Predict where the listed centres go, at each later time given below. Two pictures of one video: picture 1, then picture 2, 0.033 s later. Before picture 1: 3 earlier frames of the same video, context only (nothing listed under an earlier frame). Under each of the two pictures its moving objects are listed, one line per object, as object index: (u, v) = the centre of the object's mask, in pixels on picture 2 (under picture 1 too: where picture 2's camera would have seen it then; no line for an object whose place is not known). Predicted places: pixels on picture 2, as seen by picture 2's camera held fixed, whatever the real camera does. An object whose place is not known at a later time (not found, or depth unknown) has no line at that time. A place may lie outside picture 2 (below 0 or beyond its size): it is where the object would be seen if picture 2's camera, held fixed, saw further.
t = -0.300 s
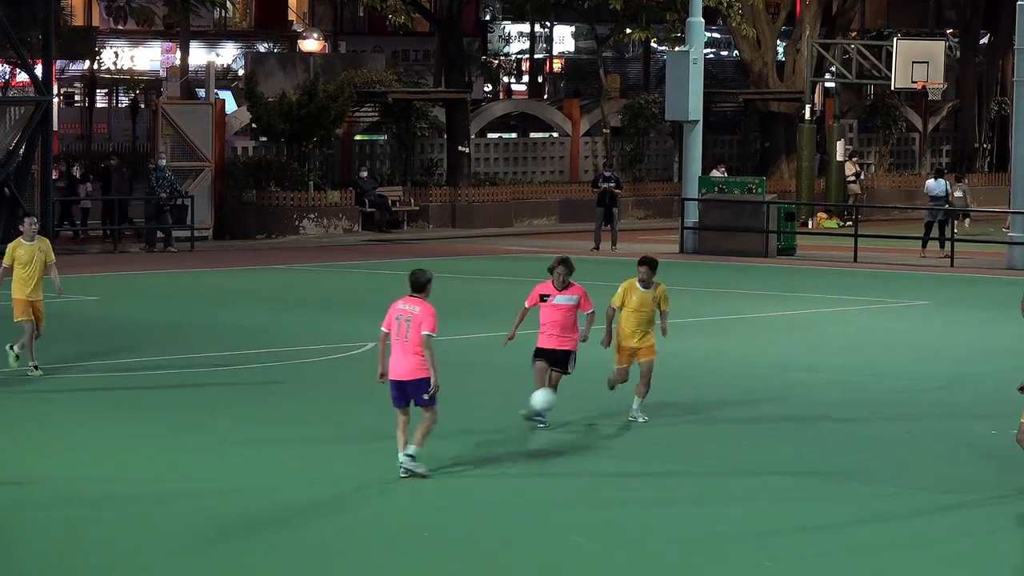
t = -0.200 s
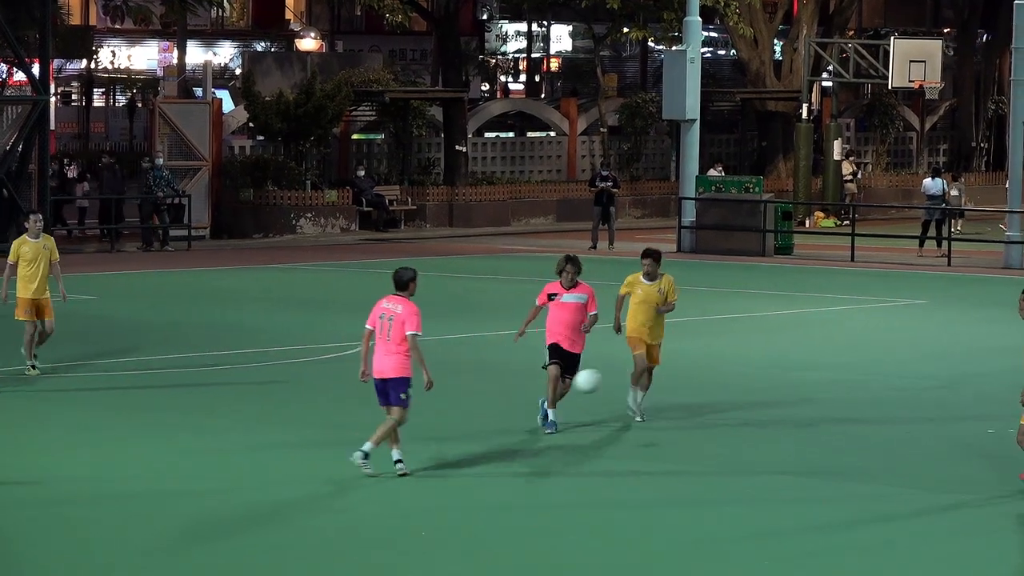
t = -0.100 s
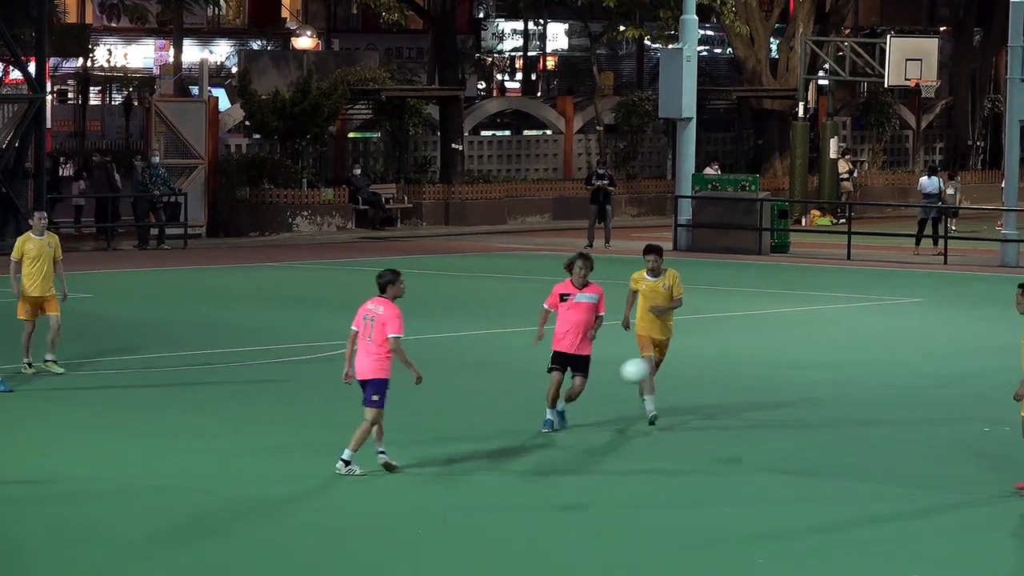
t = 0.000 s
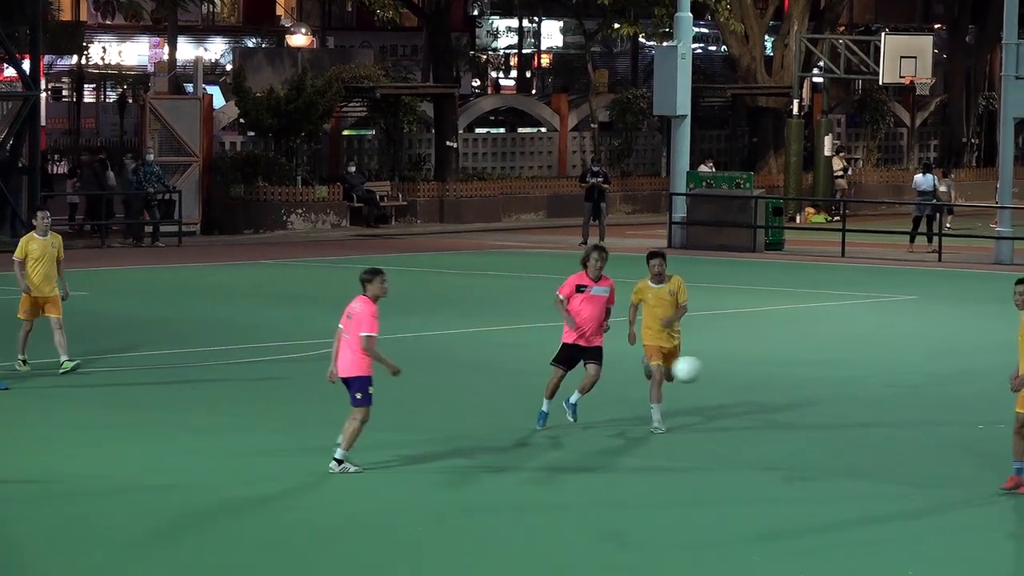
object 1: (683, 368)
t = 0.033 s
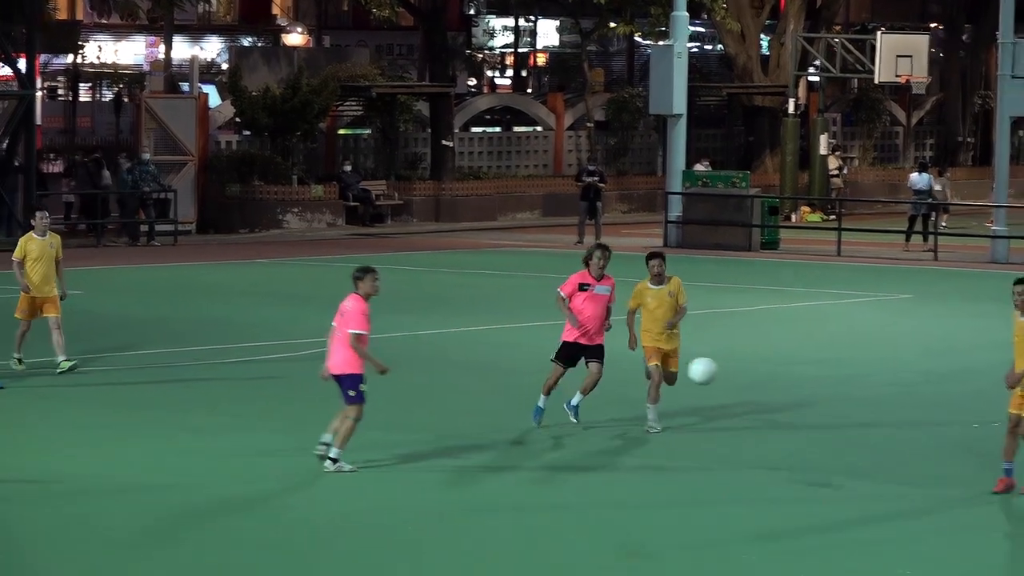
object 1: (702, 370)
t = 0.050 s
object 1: (711, 372)
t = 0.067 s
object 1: (720, 374)
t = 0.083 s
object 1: (730, 377)
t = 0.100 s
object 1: (739, 379)
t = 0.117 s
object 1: (749, 382)
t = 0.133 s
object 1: (760, 386)
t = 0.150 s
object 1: (771, 389)
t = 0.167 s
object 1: (781, 393)
